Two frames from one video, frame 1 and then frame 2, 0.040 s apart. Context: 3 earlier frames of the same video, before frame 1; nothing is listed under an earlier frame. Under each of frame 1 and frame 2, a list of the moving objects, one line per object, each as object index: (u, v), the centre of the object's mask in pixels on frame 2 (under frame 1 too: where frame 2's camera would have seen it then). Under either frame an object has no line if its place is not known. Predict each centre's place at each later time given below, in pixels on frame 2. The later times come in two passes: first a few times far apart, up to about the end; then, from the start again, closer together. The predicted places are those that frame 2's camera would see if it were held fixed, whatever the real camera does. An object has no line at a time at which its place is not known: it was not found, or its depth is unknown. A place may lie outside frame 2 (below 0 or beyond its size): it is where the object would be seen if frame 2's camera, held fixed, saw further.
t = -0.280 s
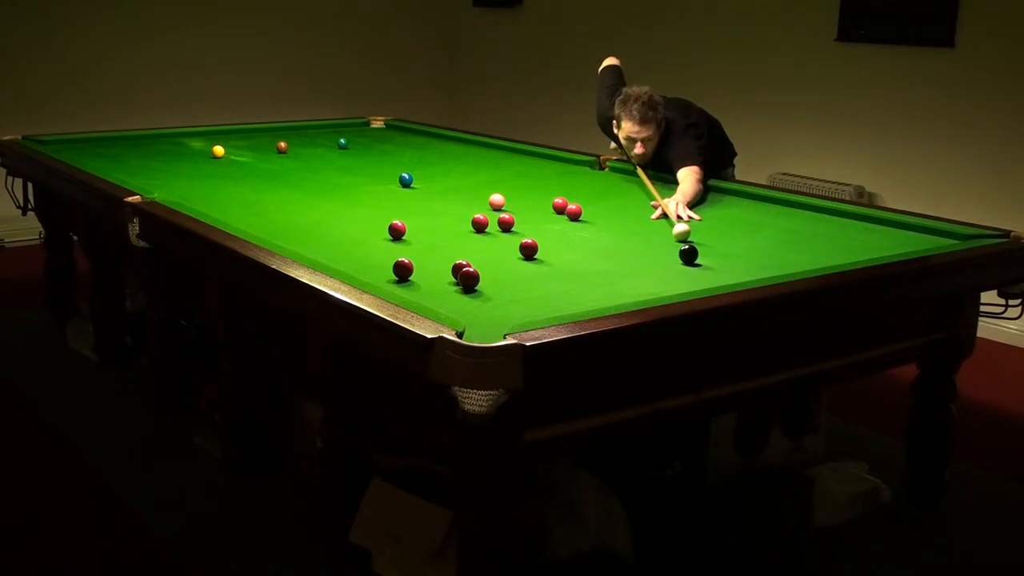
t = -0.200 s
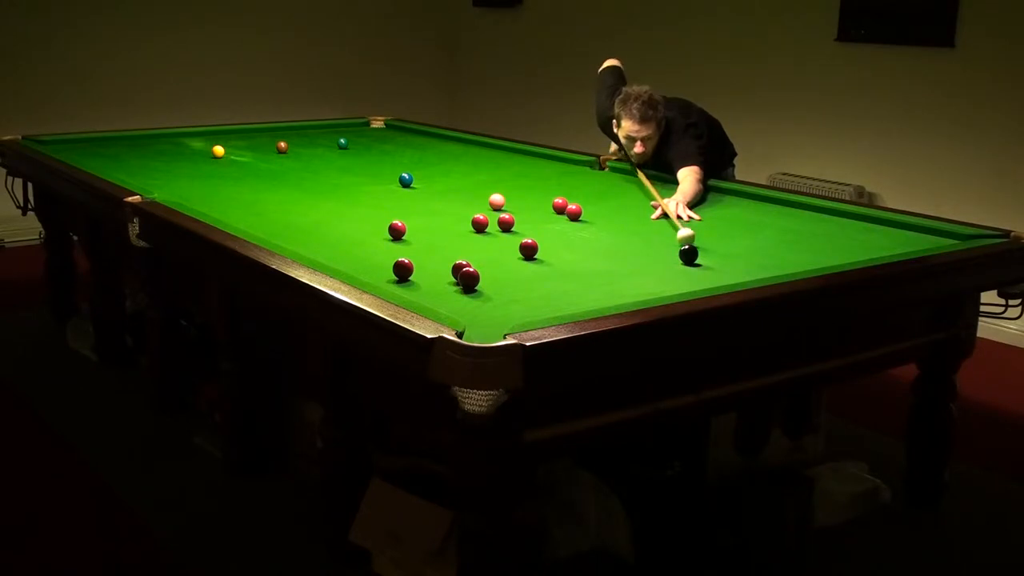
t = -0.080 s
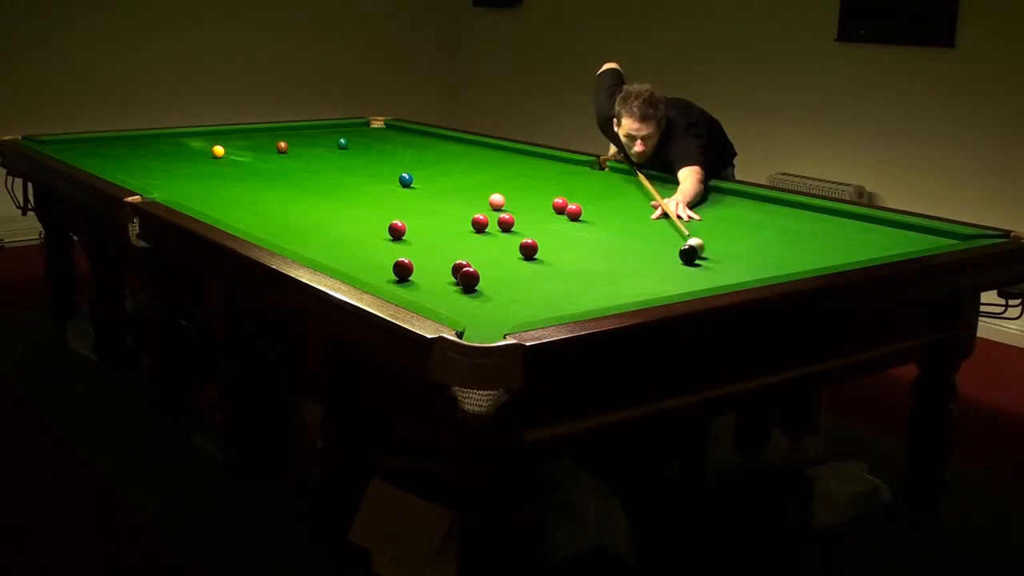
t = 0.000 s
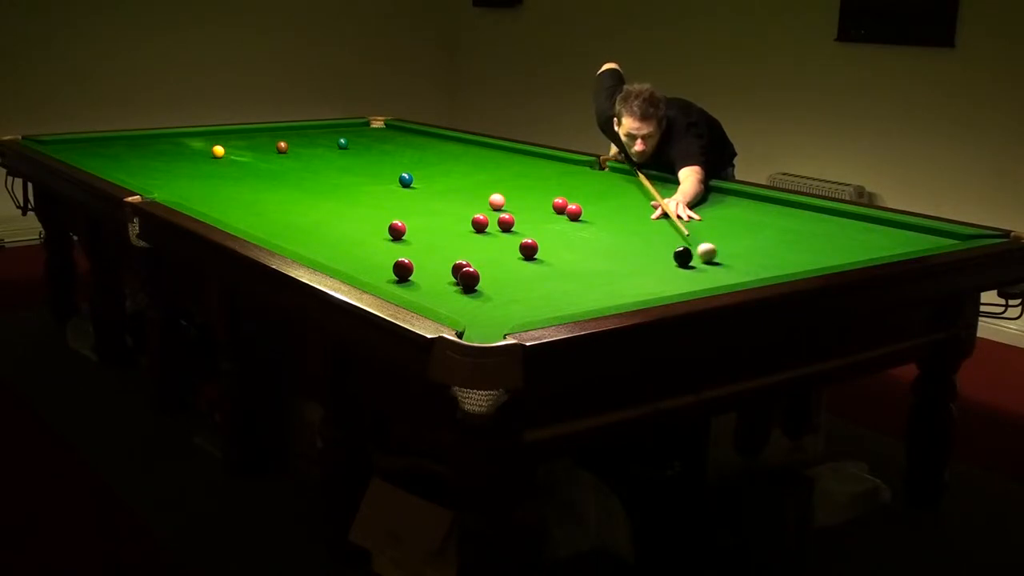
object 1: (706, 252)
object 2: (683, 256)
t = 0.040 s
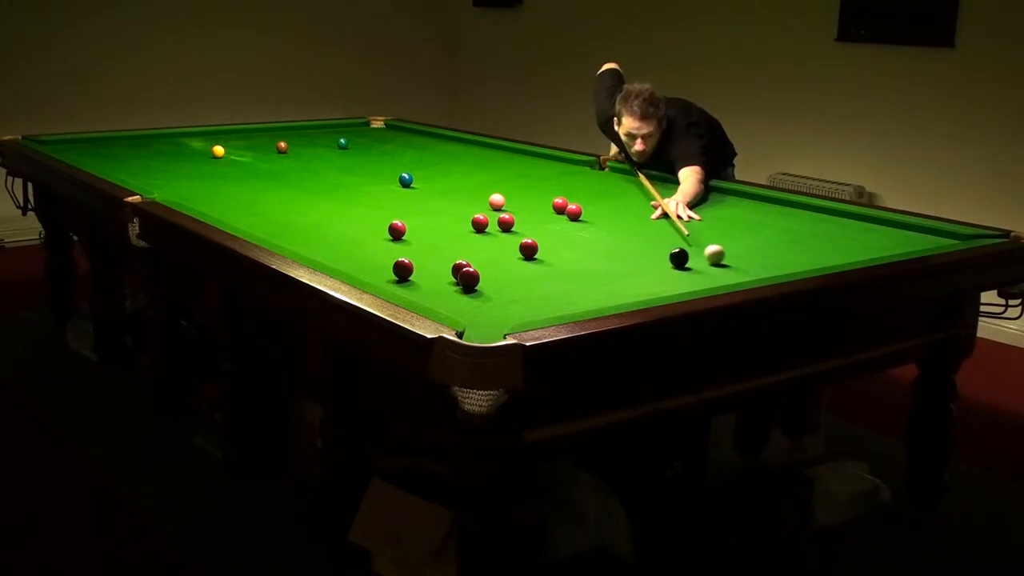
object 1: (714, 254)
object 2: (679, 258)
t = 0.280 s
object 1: (761, 266)
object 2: (655, 266)
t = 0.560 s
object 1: (765, 267)
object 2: (628, 277)
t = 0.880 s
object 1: (720, 256)
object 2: (596, 289)
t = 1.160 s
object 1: (686, 246)
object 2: (567, 300)
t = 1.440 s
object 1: (655, 238)
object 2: (539, 309)
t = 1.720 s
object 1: (629, 231)
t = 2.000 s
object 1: (606, 225)
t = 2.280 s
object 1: (585, 221)
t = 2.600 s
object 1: (565, 216)
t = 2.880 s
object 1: (550, 212)
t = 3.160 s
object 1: (537, 208)
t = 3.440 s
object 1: (527, 206)
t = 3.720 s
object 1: (518, 203)
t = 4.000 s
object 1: (513, 202)
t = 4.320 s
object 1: (512, 200)
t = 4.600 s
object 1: (512, 200)
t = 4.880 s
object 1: (512, 200)
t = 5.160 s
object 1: (512, 200)
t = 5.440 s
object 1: (512, 200)
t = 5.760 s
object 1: (512, 200)
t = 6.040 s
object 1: (512, 200)
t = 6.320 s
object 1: (512, 200)
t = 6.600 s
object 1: (512, 200)
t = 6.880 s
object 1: (512, 200)
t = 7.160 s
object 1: (512, 200)
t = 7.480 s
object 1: (512, 200)
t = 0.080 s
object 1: (722, 256)
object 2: (675, 259)
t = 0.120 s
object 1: (729, 258)
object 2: (671, 261)
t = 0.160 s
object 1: (737, 260)
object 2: (667, 262)
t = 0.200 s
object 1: (745, 262)
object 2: (663, 264)
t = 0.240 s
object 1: (753, 264)
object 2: (659, 265)
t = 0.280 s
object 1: (761, 266)
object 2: (655, 266)
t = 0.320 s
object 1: (769, 267)
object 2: (652, 268)
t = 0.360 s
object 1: (776, 268)
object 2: (647, 269)
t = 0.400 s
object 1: (784, 269)
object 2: (644, 271)
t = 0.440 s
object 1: (784, 268)
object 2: (640, 272)
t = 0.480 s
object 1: (777, 268)
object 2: (636, 274)
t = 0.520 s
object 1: (771, 268)
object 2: (632, 275)
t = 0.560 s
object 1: (765, 267)
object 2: (628, 277)
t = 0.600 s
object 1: (759, 266)
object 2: (624, 278)
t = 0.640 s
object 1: (753, 264)
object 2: (620, 280)
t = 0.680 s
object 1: (748, 263)
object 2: (616, 281)
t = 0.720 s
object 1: (742, 261)
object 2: (612, 283)
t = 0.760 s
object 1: (736, 260)
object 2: (608, 285)
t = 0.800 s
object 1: (731, 258)
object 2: (604, 286)
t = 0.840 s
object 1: (725, 257)
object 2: (600, 287)
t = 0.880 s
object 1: (720, 256)
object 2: (596, 289)
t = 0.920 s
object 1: (715, 254)
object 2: (592, 291)
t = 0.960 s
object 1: (710, 253)
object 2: (588, 292)
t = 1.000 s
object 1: (705, 251)
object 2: (583, 294)
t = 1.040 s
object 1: (700, 250)
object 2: (580, 295)
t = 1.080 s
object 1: (695, 249)
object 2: (576, 297)
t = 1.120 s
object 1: (690, 248)
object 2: (571, 298)
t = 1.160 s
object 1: (686, 246)
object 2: (567, 300)
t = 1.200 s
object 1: (681, 245)
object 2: (563, 301)
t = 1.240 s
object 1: (676, 244)
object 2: (559, 302)
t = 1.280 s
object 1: (672, 243)
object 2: (555, 304)
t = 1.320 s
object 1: (668, 242)
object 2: (551, 305)
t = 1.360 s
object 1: (664, 241)
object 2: (547, 306)
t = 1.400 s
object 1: (659, 239)
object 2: (543, 308)
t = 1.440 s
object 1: (655, 238)
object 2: (539, 309)
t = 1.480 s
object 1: (651, 237)
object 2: (535, 310)
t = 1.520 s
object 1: (647, 236)
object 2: (531, 311)
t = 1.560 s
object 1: (644, 235)
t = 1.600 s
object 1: (640, 234)
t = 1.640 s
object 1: (636, 233)
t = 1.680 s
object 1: (633, 232)
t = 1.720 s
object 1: (629, 231)
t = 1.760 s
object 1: (626, 231)
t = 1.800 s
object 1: (622, 230)
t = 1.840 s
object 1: (619, 229)
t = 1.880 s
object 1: (615, 228)
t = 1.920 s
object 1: (612, 227)
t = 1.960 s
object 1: (609, 226)
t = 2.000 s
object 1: (606, 225)
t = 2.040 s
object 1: (603, 225)
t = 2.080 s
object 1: (600, 224)
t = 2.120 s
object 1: (597, 223)
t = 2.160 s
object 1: (594, 222)
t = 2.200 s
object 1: (591, 222)
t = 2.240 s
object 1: (588, 221)
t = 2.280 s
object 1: (585, 221)
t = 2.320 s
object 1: (582, 220)
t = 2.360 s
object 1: (580, 219)
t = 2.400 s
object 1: (577, 218)
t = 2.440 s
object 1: (575, 218)
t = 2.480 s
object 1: (572, 217)
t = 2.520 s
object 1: (570, 216)
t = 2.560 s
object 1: (567, 216)
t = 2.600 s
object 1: (565, 216)
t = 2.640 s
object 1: (563, 215)
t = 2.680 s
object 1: (560, 214)
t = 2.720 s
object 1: (558, 214)
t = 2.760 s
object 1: (556, 213)
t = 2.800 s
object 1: (554, 212)
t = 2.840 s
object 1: (552, 212)
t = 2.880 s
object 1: (550, 212)
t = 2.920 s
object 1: (548, 211)
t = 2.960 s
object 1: (546, 211)
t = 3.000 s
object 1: (544, 210)
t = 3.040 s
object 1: (542, 210)
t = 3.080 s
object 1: (541, 209)
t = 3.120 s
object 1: (539, 209)
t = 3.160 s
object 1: (537, 208)
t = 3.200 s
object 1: (536, 208)
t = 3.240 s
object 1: (534, 208)
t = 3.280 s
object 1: (533, 207)
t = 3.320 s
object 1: (531, 207)
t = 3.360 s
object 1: (530, 207)
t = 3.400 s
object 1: (528, 206)
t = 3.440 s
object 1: (527, 206)
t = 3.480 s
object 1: (525, 205)
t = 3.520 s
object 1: (524, 205)
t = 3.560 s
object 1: (523, 205)
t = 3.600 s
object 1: (522, 204)
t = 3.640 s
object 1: (521, 204)
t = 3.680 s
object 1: (520, 204)
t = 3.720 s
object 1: (518, 203)
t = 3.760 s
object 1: (518, 203)
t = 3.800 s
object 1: (517, 203)
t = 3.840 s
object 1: (516, 203)
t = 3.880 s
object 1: (515, 202)
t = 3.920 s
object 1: (514, 202)
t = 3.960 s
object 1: (513, 202)
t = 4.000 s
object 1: (513, 202)
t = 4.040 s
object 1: (512, 201)
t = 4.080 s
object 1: (512, 201)
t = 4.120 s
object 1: (512, 201)
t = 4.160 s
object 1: (512, 201)
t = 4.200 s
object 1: (512, 201)
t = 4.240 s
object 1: (512, 201)
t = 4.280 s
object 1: (512, 201)
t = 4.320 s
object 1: (512, 200)
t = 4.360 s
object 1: (512, 200)
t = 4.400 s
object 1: (512, 200)
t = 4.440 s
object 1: (512, 200)
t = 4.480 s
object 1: (512, 200)
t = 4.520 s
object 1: (512, 200)
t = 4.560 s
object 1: (512, 200)
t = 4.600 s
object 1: (512, 200)
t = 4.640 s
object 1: (512, 200)
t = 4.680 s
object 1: (512, 200)
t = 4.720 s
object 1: (512, 200)
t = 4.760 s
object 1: (512, 200)
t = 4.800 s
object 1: (512, 200)
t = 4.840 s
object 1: (512, 200)
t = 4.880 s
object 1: (512, 200)
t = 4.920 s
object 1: (512, 200)
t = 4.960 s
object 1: (512, 200)
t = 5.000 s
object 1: (512, 200)
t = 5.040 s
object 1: (512, 200)
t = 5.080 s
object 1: (512, 200)
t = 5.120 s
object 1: (512, 200)
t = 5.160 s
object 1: (512, 200)
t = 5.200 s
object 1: (512, 200)
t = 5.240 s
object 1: (512, 200)
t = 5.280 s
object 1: (512, 200)
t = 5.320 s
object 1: (512, 200)
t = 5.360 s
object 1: (512, 200)
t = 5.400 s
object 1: (512, 200)
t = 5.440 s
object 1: (512, 200)
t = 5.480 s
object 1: (512, 200)
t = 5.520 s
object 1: (512, 200)
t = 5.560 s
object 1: (512, 200)
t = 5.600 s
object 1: (512, 200)
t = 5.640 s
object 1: (512, 200)
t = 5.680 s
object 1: (512, 200)
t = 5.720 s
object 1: (512, 200)
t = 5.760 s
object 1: (512, 200)
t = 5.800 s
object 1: (512, 200)
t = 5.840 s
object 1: (512, 200)
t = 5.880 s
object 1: (512, 200)
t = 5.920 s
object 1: (512, 200)
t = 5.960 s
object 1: (512, 200)
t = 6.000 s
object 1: (512, 200)
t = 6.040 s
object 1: (512, 200)
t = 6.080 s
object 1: (512, 200)
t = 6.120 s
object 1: (512, 200)
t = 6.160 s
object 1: (512, 200)
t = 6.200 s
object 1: (512, 200)
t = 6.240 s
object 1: (512, 200)
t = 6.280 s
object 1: (512, 200)
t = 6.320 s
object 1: (512, 200)
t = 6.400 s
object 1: (512, 200)
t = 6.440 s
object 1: (512, 200)
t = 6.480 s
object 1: (512, 200)
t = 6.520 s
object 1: (512, 200)
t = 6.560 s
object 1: (512, 200)
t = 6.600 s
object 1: (512, 200)
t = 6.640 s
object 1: (512, 200)
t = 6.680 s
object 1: (512, 200)
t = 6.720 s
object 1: (512, 200)
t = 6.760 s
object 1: (512, 200)
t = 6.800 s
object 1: (512, 200)
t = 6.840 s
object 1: (512, 199)
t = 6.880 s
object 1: (512, 200)
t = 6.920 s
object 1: (512, 200)
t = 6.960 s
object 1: (512, 199)
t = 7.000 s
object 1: (512, 200)
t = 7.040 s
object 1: (512, 200)
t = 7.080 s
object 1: (512, 200)
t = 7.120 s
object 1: (512, 200)
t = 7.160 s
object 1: (512, 200)
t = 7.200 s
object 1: (512, 200)
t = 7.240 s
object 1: (512, 200)
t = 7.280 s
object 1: (512, 200)
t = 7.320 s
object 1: (512, 200)
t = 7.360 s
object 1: (512, 200)
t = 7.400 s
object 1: (512, 200)
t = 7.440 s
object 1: (512, 200)
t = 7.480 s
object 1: (512, 200)
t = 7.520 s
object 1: (512, 200)
